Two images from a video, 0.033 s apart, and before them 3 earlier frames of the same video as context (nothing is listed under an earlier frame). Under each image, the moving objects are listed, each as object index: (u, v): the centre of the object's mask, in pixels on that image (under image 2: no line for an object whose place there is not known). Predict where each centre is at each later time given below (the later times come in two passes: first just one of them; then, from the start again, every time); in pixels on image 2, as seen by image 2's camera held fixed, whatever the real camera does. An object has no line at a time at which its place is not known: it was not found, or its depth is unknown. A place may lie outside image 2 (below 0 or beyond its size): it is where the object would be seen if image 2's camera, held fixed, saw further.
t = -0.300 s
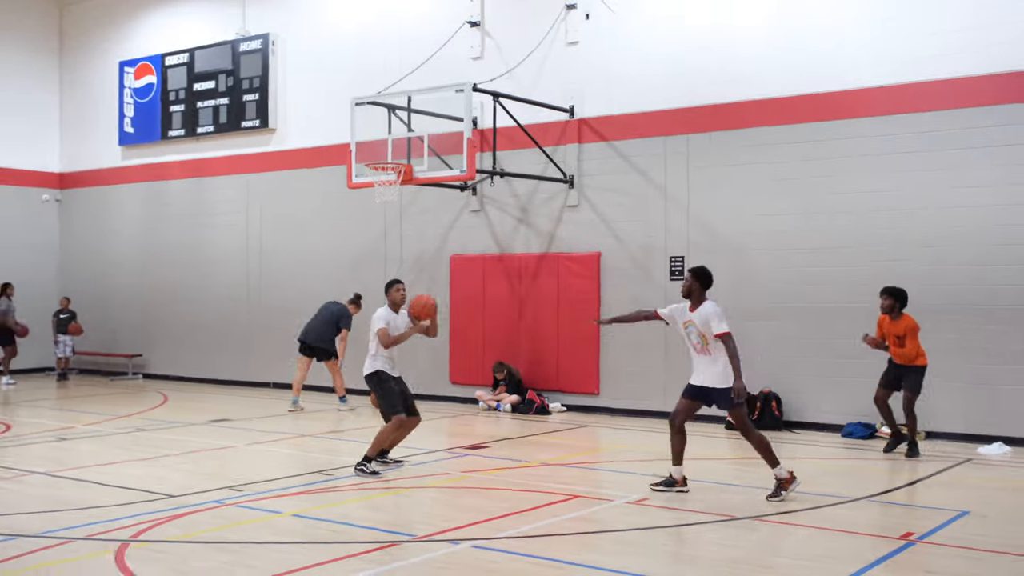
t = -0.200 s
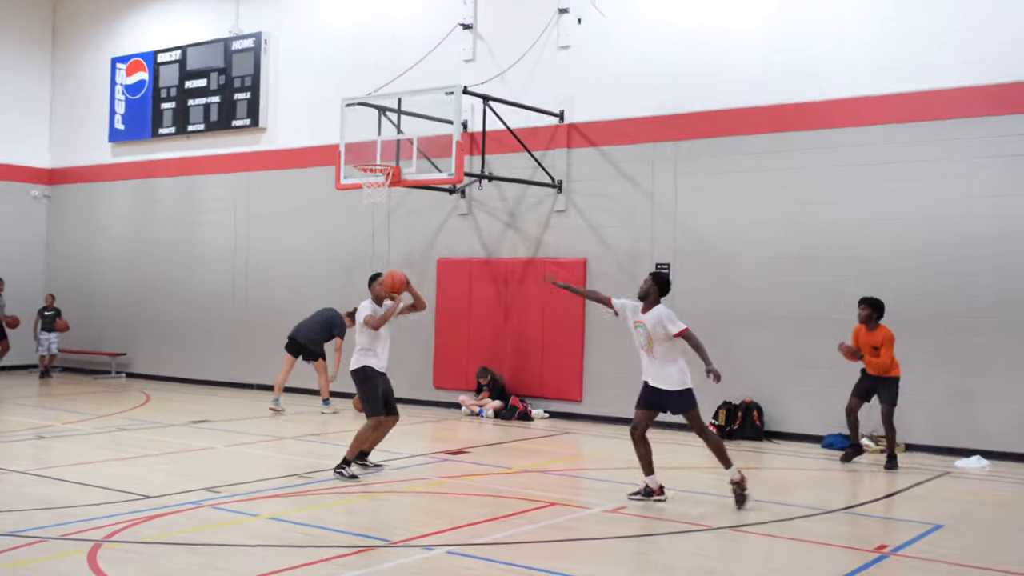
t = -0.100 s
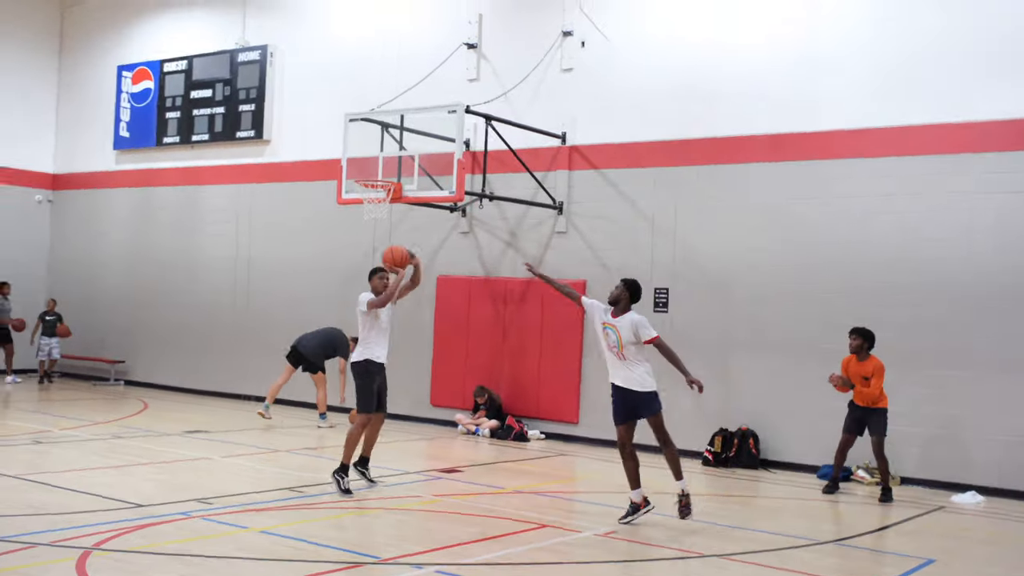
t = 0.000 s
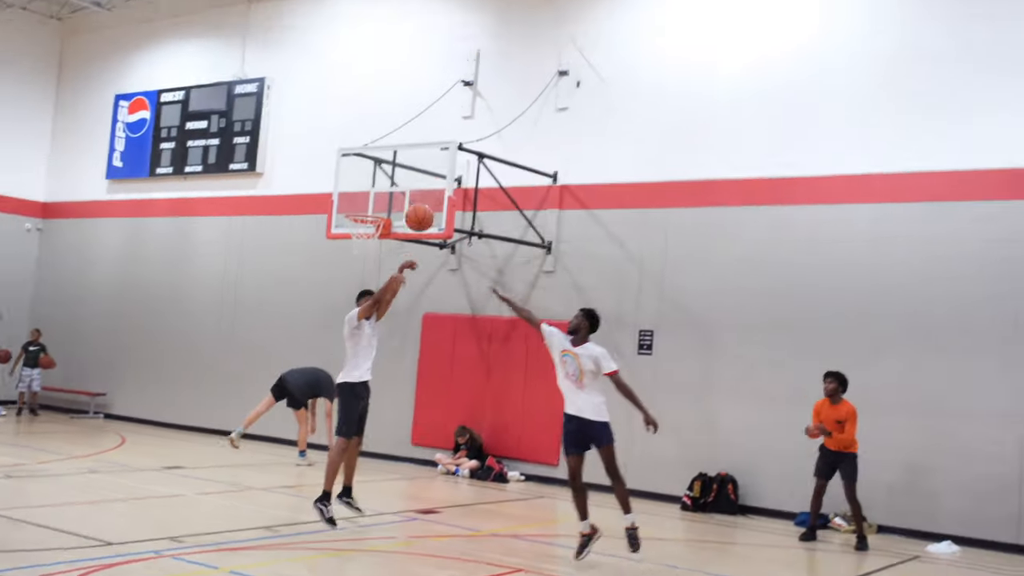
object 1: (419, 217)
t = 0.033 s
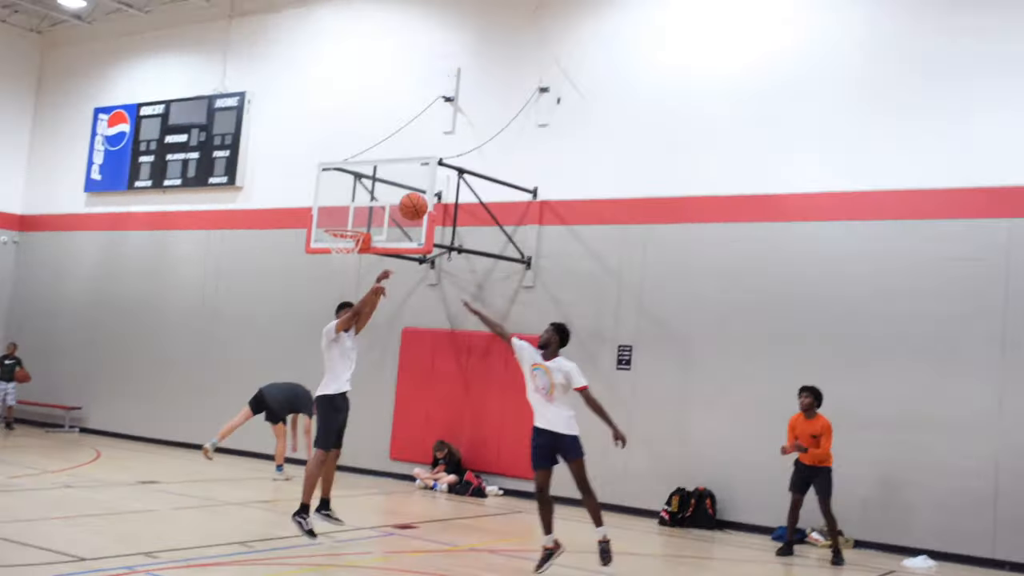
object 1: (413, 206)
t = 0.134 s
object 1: (457, 131)
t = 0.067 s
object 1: (428, 181)
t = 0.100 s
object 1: (442, 155)
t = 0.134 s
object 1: (457, 131)
